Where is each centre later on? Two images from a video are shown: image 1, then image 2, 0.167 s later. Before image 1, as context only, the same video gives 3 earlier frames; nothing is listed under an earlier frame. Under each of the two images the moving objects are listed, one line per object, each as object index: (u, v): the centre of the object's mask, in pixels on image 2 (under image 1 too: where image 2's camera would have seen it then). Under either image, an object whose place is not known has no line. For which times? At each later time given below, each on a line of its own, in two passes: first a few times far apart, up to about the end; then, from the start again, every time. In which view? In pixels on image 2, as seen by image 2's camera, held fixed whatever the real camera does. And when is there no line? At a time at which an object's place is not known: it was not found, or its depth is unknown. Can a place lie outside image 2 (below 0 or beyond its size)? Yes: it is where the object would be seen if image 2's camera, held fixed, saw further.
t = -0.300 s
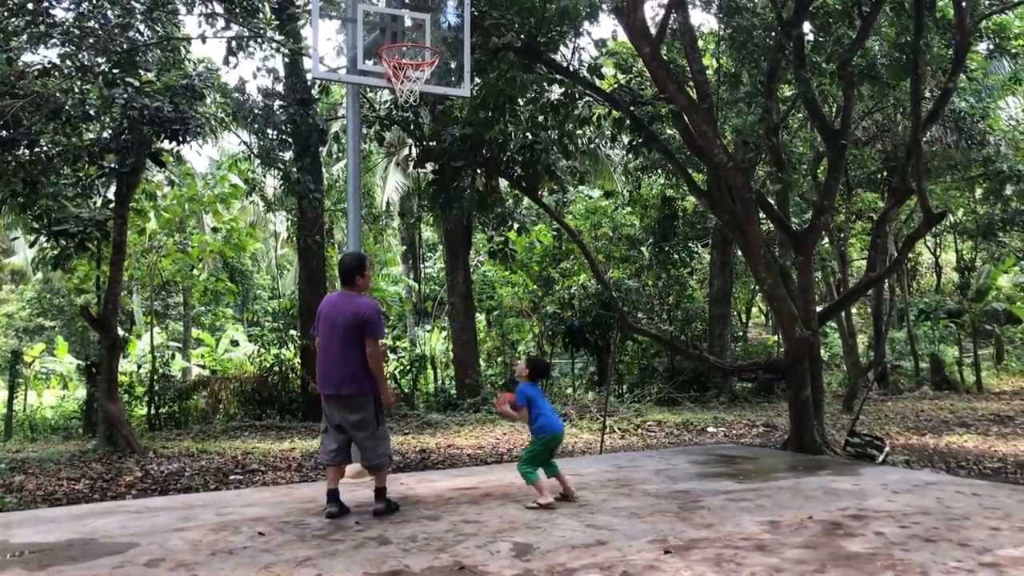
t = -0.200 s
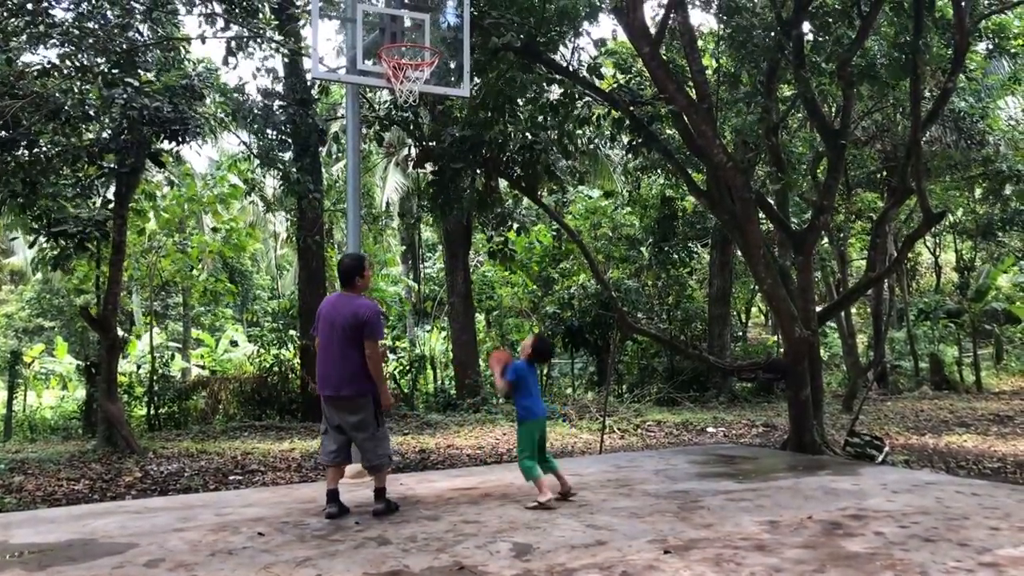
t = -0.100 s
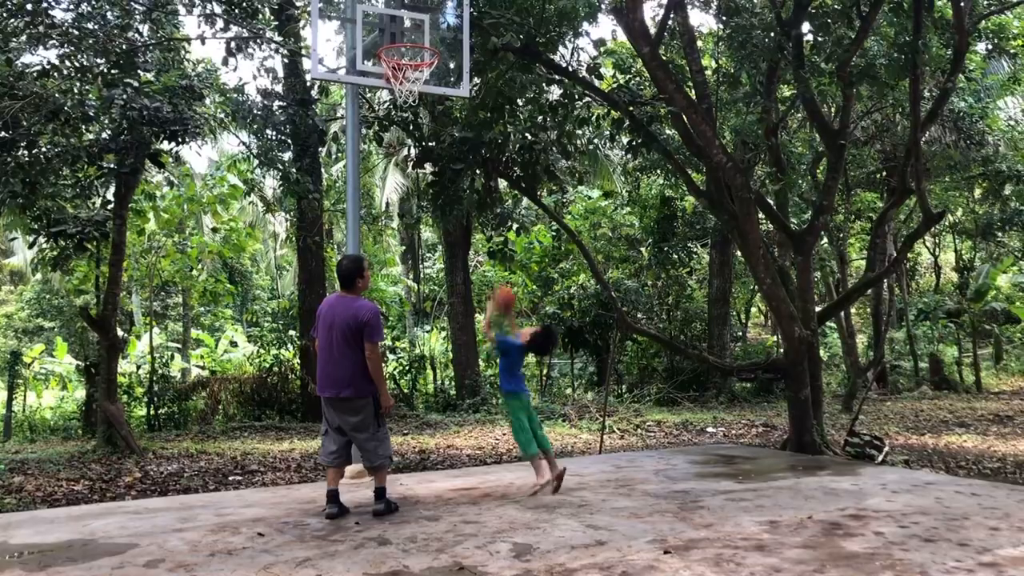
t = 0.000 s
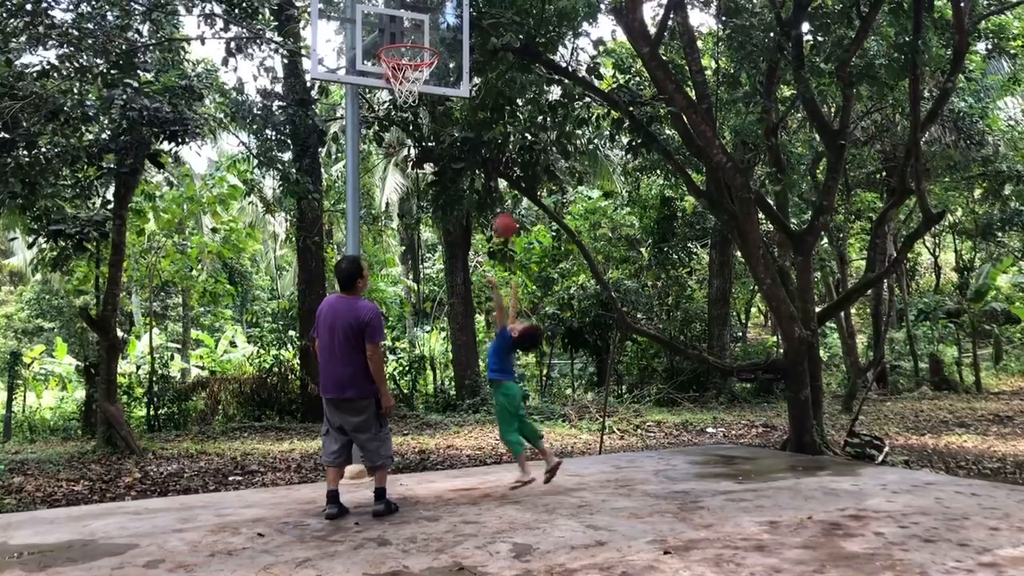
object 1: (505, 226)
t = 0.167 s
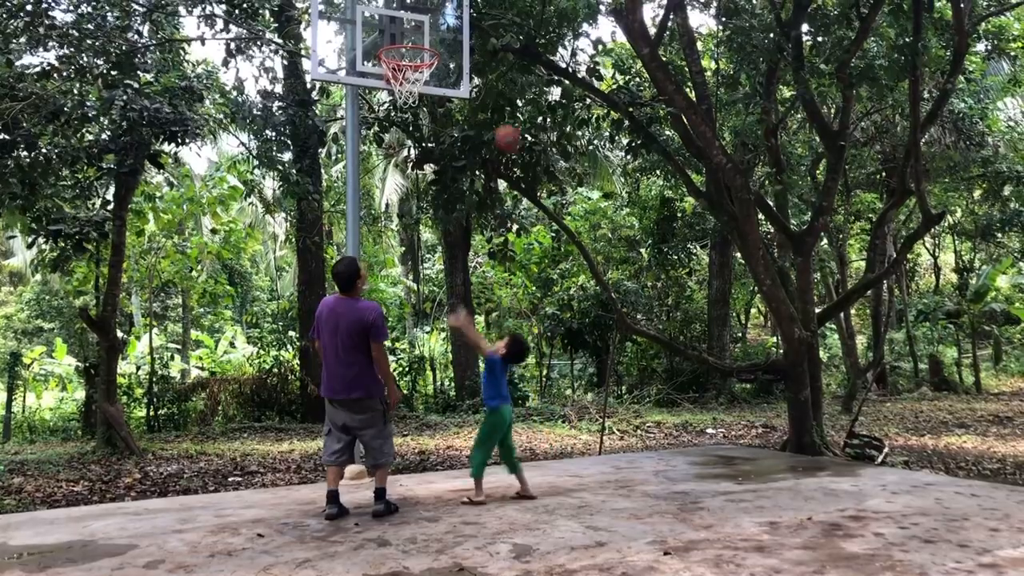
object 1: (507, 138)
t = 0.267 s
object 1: (510, 102)
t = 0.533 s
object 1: (516, 80)
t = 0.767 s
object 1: (524, 140)
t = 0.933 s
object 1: (529, 232)
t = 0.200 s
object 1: (508, 125)
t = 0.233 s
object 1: (509, 113)
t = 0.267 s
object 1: (510, 102)
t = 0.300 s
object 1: (510, 94)
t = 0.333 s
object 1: (511, 88)
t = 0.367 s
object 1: (512, 84)
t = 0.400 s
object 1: (513, 80)
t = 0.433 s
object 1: (513, 79)
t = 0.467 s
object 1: (514, 78)
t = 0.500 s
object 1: (515, 79)
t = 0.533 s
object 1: (516, 80)
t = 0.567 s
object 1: (517, 82)
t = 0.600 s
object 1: (518, 88)
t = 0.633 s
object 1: (519, 95)
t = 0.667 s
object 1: (520, 105)
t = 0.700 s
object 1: (522, 116)
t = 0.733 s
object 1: (523, 127)
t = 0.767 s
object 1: (524, 140)
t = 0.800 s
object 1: (525, 155)
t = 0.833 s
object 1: (527, 174)
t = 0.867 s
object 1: (527, 190)
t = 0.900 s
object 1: (528, 211)
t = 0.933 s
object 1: (529, 232)
